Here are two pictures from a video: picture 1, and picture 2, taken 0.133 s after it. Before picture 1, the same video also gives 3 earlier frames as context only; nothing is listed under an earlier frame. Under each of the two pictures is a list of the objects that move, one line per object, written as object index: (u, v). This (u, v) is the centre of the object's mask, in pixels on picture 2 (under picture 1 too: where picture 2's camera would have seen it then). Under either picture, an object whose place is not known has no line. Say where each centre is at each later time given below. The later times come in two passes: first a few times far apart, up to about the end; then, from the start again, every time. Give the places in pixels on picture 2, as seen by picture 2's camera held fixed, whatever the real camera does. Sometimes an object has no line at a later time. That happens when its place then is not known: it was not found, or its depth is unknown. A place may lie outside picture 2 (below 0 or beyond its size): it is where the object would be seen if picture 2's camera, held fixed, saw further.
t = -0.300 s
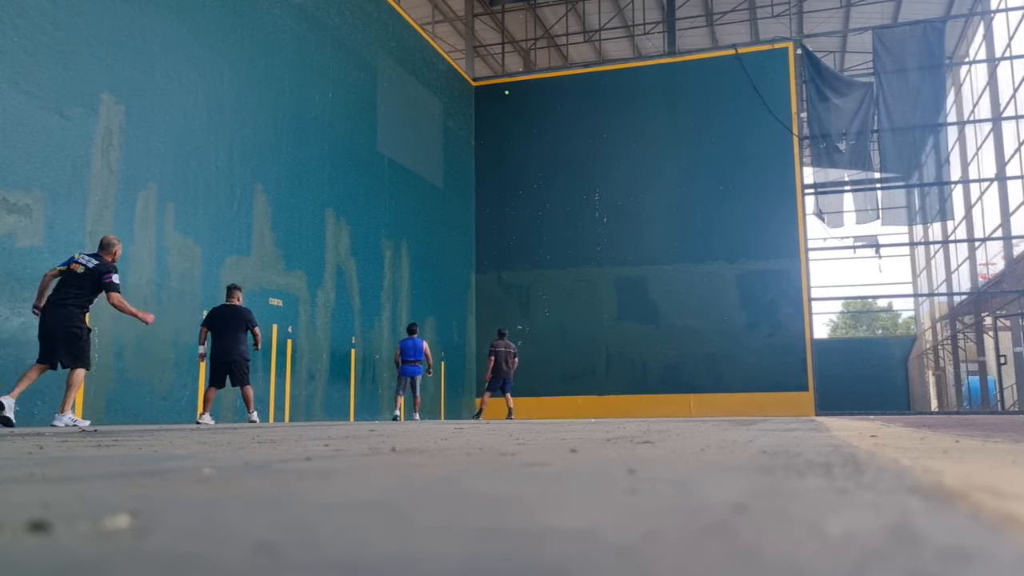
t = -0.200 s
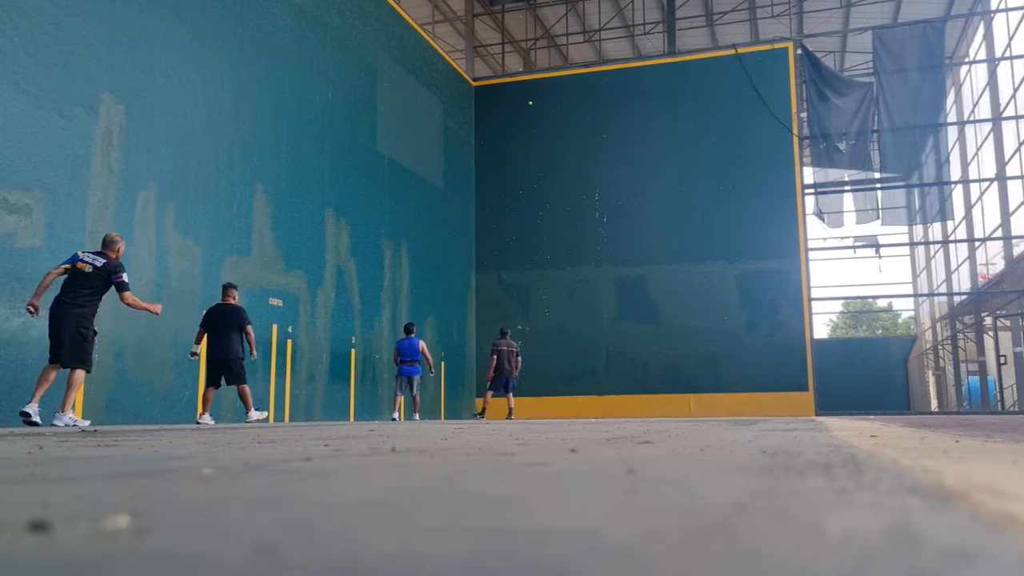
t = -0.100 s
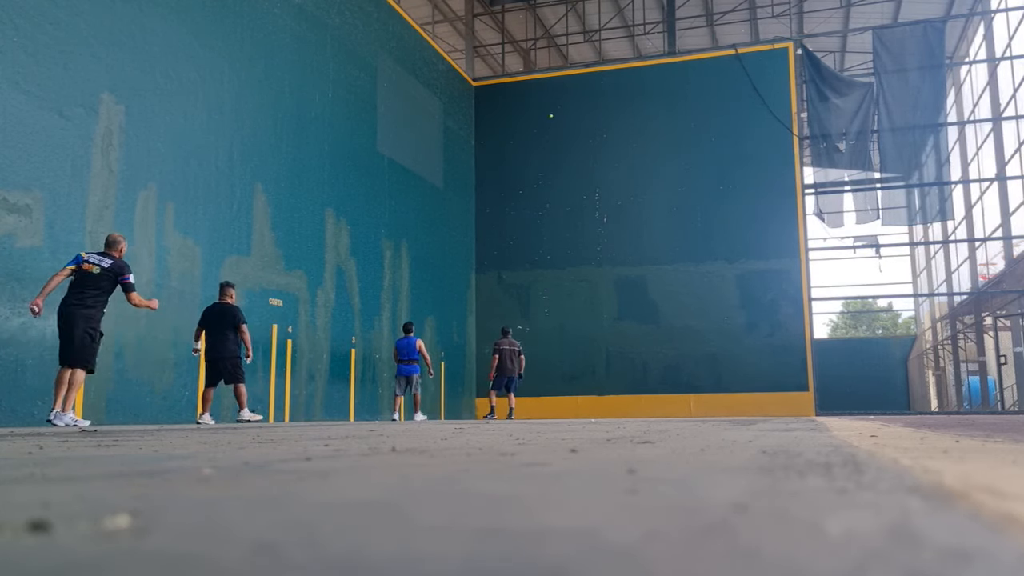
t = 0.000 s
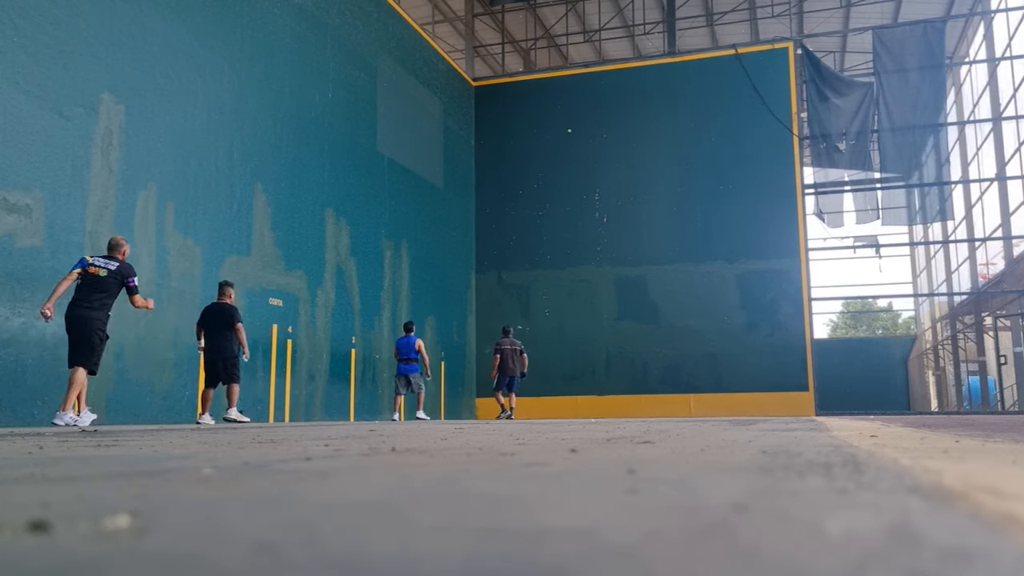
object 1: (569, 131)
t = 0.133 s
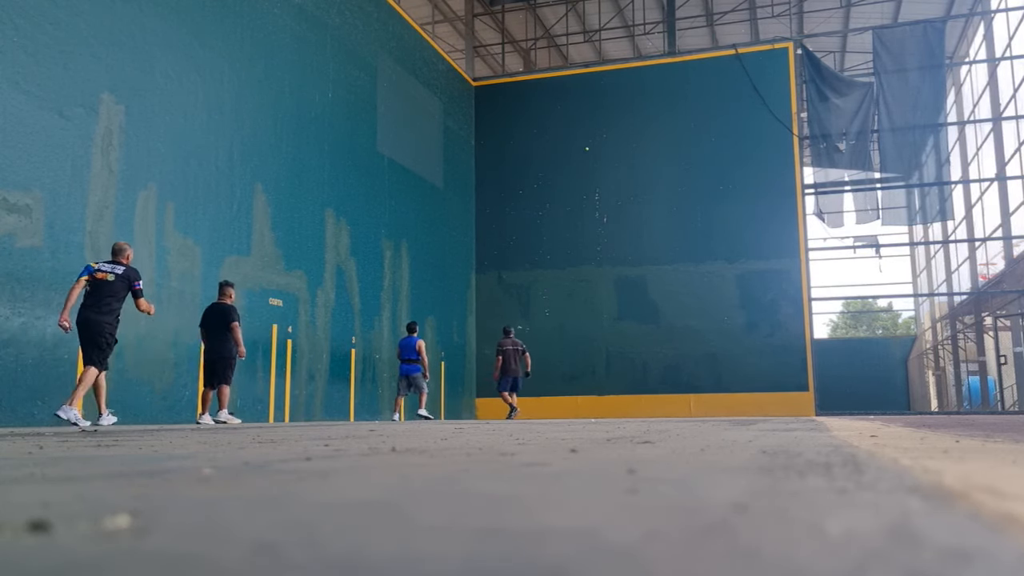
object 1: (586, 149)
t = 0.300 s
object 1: (576, 138)
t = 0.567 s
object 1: (556, 141)
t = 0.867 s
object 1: (531, 183)
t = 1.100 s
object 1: (509, 254)
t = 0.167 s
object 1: (585, 146)
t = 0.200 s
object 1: (582, 143)
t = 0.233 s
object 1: (580, 141)
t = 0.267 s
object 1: (578, 140)
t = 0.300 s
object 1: (576, 138)
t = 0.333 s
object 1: (573, 137)
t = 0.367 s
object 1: (571, 136)
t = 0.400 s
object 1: (569, 136)
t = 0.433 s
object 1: (566, 136)
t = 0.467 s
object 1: (564, 137)
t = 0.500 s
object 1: (561, 138)
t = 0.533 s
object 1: (559, 139)
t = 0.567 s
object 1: (556, 141)
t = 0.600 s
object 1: (553, 144)
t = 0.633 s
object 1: (551, 147)
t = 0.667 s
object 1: (548, 150)
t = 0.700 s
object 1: (545, 154)
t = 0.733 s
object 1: (543, 159)
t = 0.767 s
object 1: (540, 164)
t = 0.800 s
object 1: (537, 170)
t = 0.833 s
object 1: (534, 176)
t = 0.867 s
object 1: (531, 183)
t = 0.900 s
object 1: (528, 191)
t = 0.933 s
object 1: (525, 200)
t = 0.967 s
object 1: (522, 209)
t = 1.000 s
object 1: (518, 219)
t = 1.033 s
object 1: (515, 230)
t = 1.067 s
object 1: (512, 242)
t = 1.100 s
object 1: (509, 254)
